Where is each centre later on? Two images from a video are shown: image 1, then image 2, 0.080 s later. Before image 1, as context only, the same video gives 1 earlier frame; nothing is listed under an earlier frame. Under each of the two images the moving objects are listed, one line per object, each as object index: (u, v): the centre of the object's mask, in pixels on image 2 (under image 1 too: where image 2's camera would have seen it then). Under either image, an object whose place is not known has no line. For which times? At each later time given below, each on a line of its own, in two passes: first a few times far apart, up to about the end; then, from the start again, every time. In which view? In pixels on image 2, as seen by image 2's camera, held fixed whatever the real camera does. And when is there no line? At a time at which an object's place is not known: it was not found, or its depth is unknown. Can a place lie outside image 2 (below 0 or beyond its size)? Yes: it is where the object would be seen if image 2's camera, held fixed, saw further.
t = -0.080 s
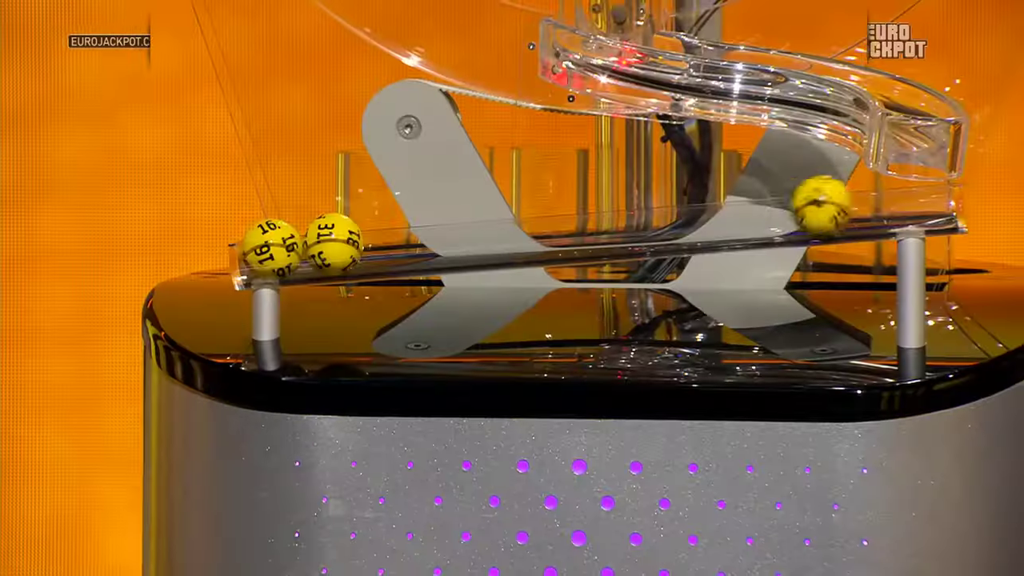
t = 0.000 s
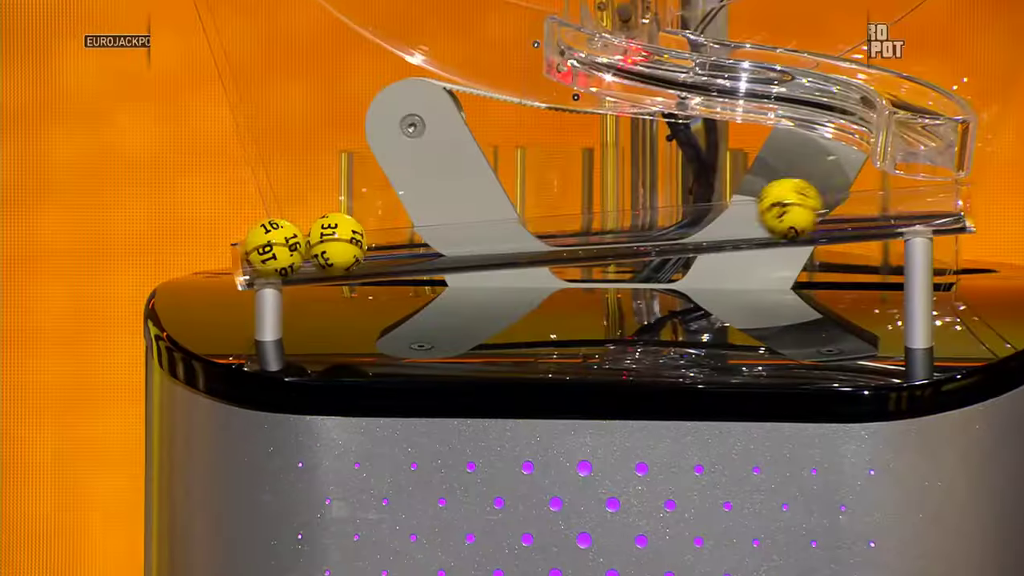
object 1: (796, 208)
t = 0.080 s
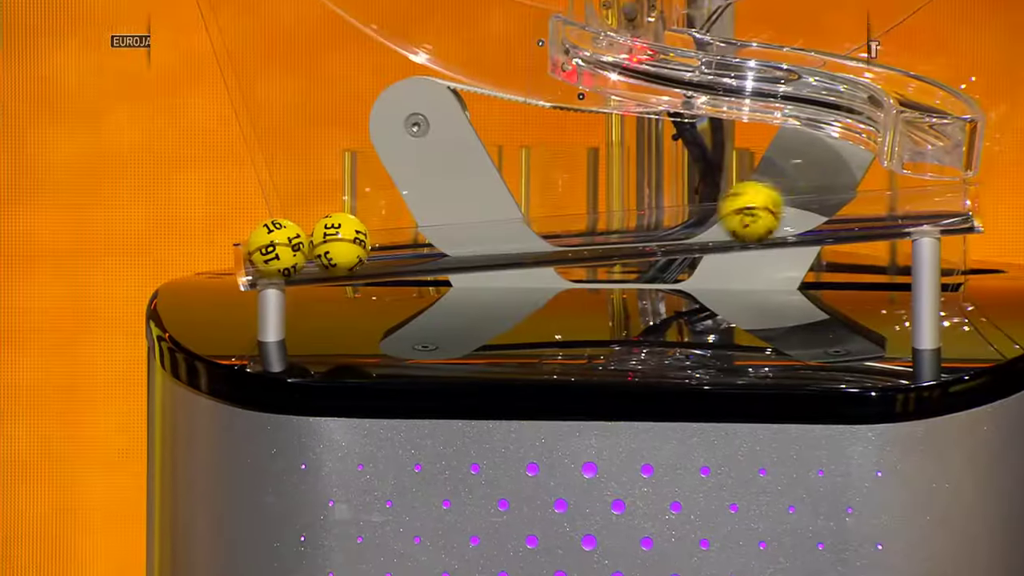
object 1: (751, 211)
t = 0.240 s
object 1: (657, 219)
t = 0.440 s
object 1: (517, 229)
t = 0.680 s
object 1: (426, 235)
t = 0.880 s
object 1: (424, 237)
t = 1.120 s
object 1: (403, 239)
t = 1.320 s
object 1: (400, 239)
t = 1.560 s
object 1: (400, 239)
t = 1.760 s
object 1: (400, 239)
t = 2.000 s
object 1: (400, 239)
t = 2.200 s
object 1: (400, 239)
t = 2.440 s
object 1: (400, 239)
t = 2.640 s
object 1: (400, 239)
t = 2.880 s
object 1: (400, 239)
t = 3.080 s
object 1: (400, 239)
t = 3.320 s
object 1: (400, 239)
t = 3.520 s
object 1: (400, 239)
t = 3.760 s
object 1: (400, 239)
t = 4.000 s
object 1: (400, 239)
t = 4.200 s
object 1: (400, 239)
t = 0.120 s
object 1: (728, 212)
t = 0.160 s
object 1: (706, 213)
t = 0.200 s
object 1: (682, 217)
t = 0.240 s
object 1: (657, 219)
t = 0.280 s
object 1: (630, 222)
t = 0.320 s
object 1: (603, 223)
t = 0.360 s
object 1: (574, 225)
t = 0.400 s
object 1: (545, 226)
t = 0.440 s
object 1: (517, 229)
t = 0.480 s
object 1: (486, 232)
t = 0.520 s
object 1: (454, 234)
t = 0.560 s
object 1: (423, 237)
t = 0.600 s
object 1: (403, 234)
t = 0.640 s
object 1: (419, 235)
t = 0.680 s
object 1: (426, 235)
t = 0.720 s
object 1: (428, 236)
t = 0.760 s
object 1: (428, 236)
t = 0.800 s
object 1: (427, 237)
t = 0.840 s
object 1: (426, 237)
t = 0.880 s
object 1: (424, 237)
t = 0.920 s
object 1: (421, 238)
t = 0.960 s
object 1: (418, 238)
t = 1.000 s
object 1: (415, 238)
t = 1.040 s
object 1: (411, 238)
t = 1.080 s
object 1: (406, 238)
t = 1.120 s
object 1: (403, 239)
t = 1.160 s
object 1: (401, 239)
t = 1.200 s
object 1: (400, 239)
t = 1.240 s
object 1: (400, 239)
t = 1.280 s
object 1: (400, 239)
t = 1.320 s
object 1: (400, 239)
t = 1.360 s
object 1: (400, 238)
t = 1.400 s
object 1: (400, 239)
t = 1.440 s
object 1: (400, 238)
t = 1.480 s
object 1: (400, 238)
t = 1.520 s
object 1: (400, 238)
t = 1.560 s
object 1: (400, 239)
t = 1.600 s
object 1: (400, 239)
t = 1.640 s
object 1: (400, 239)
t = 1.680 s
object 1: (400, 239)
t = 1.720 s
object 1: (400, 239)
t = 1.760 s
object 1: (400, 239)
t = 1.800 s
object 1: (400, 239)
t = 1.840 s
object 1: (400, 239)
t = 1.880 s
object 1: (400, 239)
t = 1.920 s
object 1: (400, 239)
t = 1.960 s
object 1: (400, 239)
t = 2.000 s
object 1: (400, 239)
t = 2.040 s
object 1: (400, 239)
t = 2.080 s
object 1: (400, 239)
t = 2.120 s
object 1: (400, 239)
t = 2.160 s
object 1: (400, 239)
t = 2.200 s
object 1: (400, 239)
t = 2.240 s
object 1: (400, 239)
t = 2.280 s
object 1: (400, 239)
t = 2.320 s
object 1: (400, 239)
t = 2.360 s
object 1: (400, 239)
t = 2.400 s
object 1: (400, 239)
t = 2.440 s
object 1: (400, 239)
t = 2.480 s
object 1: (400, 239)
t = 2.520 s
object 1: (400, 239)
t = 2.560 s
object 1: (400, 239)
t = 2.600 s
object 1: (400, 239)
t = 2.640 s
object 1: (400, 239)
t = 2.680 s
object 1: (400, 239)
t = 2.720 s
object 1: (400, 239)
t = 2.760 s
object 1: (400, 239)
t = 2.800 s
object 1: (400, 239)
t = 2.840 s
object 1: (400, 239)
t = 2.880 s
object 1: (400, 239)
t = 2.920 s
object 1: (400, 239)
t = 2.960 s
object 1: (400, 239)
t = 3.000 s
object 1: (400, 239)
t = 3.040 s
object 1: (400, 239)
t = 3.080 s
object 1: (400, 239)
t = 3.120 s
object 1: (400, 239)
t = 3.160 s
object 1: (400, 239)
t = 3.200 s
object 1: (400, 239)
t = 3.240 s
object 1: (400, 239)
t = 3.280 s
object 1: (400, 239)
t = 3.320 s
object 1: (400, 239)
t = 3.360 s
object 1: (400, 239)
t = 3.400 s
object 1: (400, 239)
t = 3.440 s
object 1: (400, 239)
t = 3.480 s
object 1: (400, 239)
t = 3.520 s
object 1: (400, 239)
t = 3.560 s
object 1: (400, 239)
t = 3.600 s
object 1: (400, 239)
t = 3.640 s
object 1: (400, 239)
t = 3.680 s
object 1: (400, 239)
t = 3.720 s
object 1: (400, 239)
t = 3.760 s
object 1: (400, 239)
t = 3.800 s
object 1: (400, 239)
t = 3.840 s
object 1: (400, 239)
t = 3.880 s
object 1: (400, 239)
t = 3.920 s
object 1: (400, 239)
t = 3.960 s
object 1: (400, 239)
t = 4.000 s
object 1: (400, 239)
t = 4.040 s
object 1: (400, 239)
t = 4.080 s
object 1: (400, 239)
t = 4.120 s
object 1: (400, 239)
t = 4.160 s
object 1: (400, 239)
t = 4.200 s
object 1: (400, 239)
